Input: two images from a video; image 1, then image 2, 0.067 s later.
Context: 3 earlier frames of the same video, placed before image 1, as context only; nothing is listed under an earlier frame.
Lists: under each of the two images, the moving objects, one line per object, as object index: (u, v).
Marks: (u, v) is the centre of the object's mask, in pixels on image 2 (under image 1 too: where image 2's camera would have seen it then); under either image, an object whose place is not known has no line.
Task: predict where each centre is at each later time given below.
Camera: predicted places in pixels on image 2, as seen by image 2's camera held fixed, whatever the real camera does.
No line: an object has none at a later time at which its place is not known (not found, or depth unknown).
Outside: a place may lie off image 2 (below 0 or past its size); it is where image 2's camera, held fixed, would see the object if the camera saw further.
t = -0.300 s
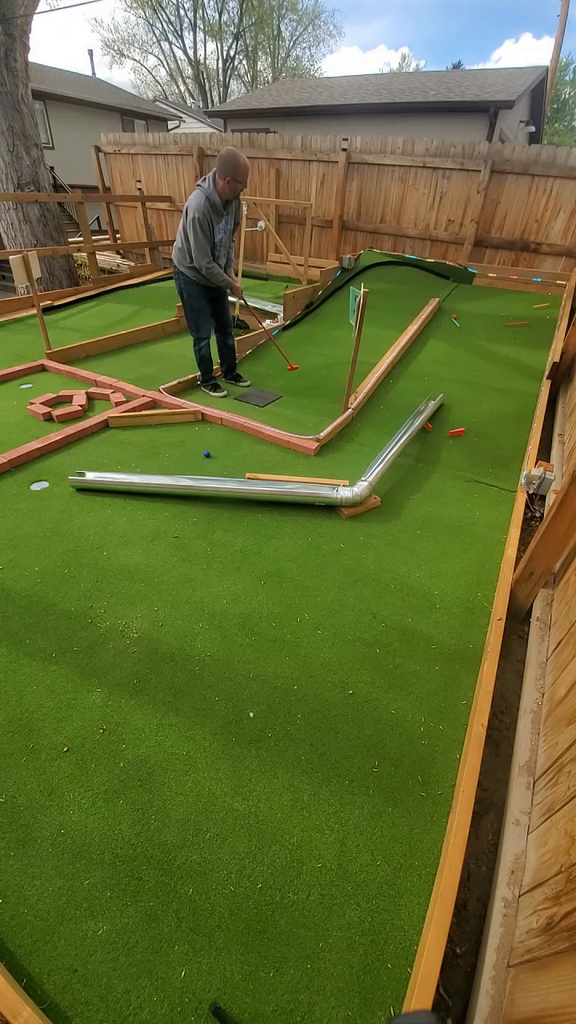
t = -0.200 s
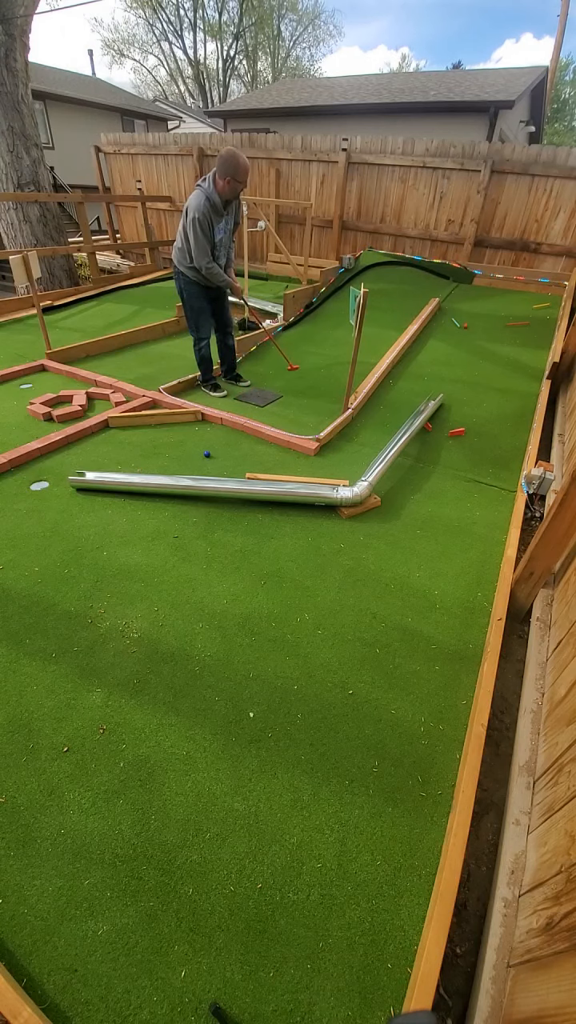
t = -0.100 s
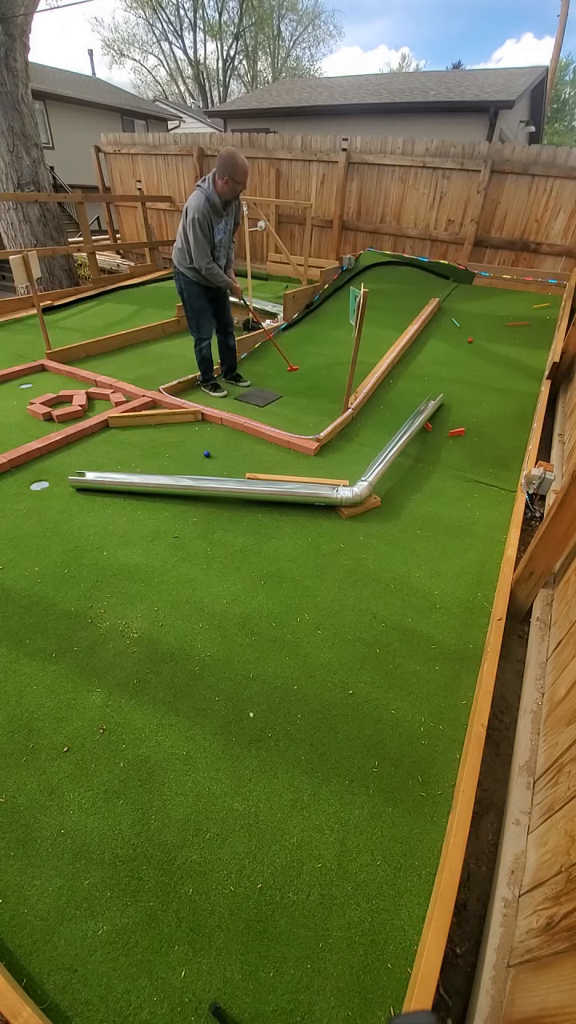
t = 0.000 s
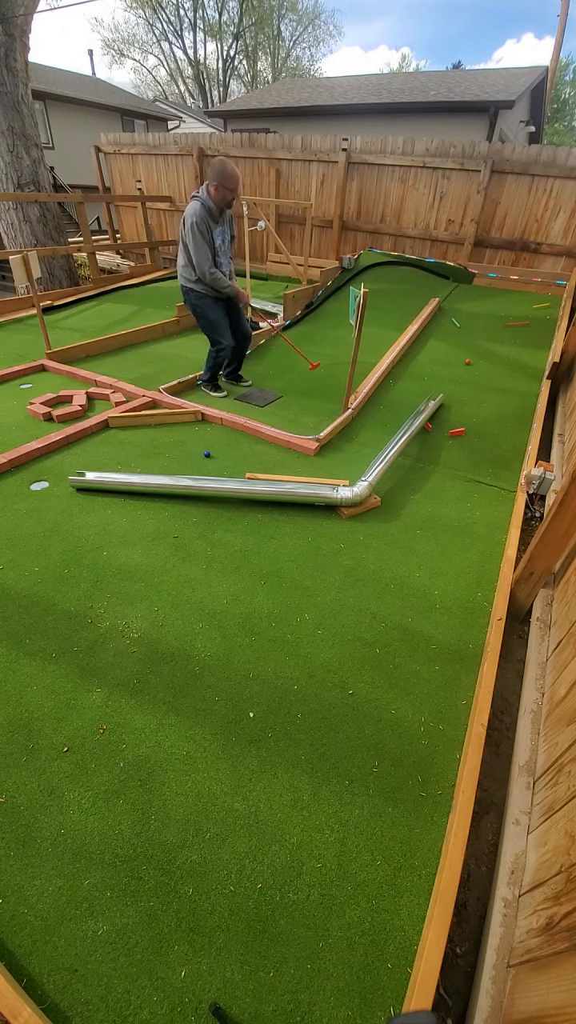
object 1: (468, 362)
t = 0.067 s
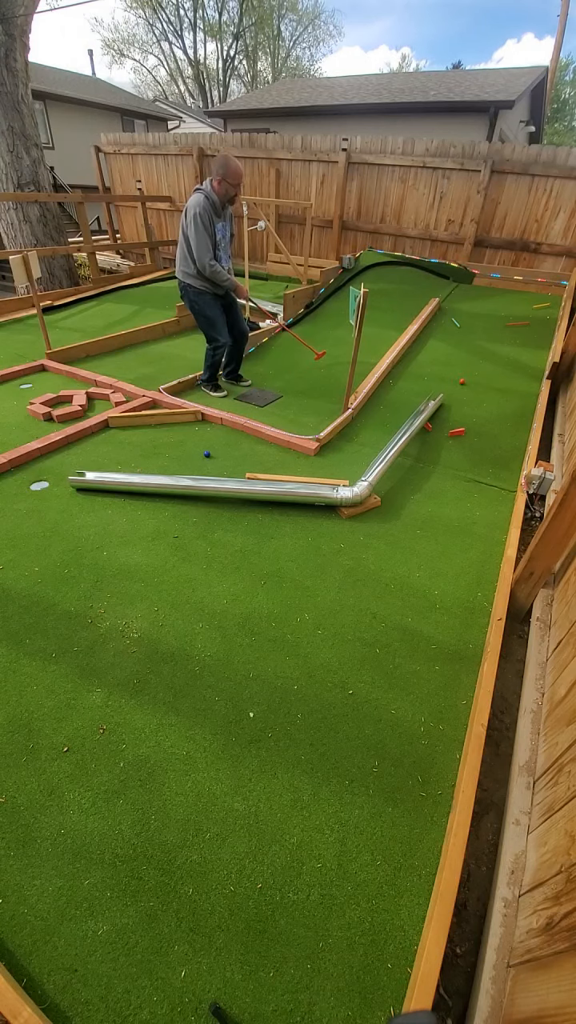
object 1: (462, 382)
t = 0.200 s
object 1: (438, 442)
